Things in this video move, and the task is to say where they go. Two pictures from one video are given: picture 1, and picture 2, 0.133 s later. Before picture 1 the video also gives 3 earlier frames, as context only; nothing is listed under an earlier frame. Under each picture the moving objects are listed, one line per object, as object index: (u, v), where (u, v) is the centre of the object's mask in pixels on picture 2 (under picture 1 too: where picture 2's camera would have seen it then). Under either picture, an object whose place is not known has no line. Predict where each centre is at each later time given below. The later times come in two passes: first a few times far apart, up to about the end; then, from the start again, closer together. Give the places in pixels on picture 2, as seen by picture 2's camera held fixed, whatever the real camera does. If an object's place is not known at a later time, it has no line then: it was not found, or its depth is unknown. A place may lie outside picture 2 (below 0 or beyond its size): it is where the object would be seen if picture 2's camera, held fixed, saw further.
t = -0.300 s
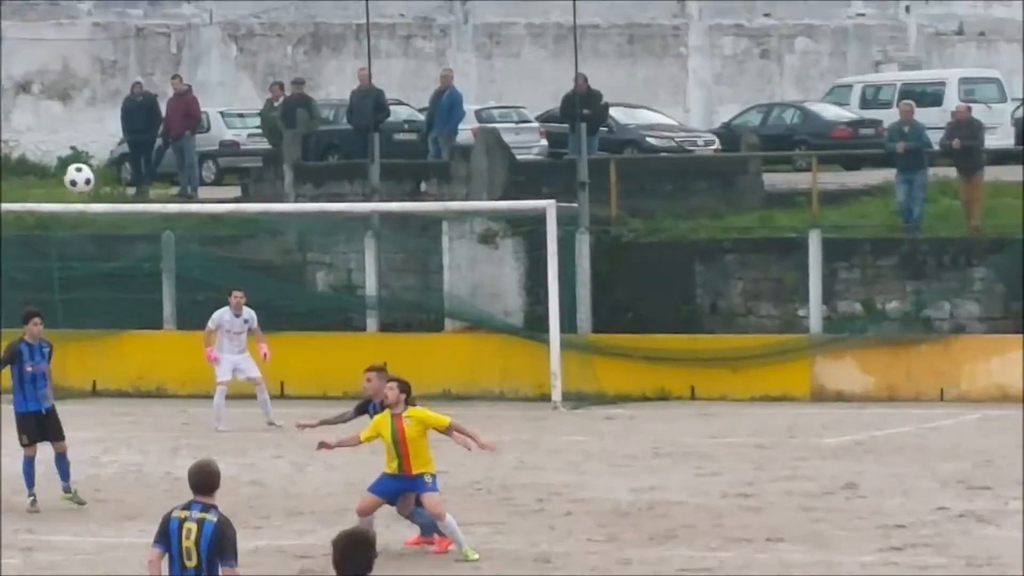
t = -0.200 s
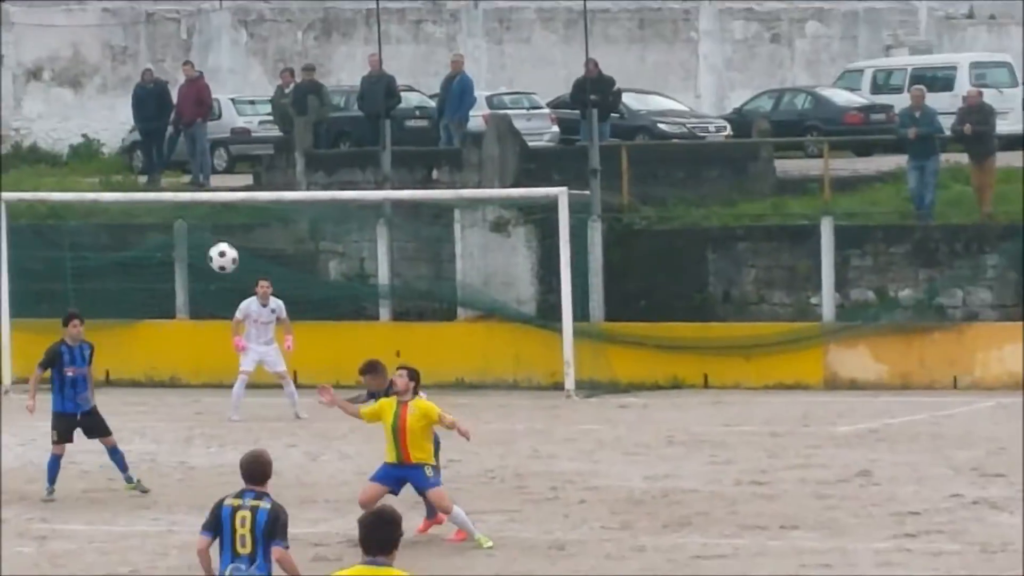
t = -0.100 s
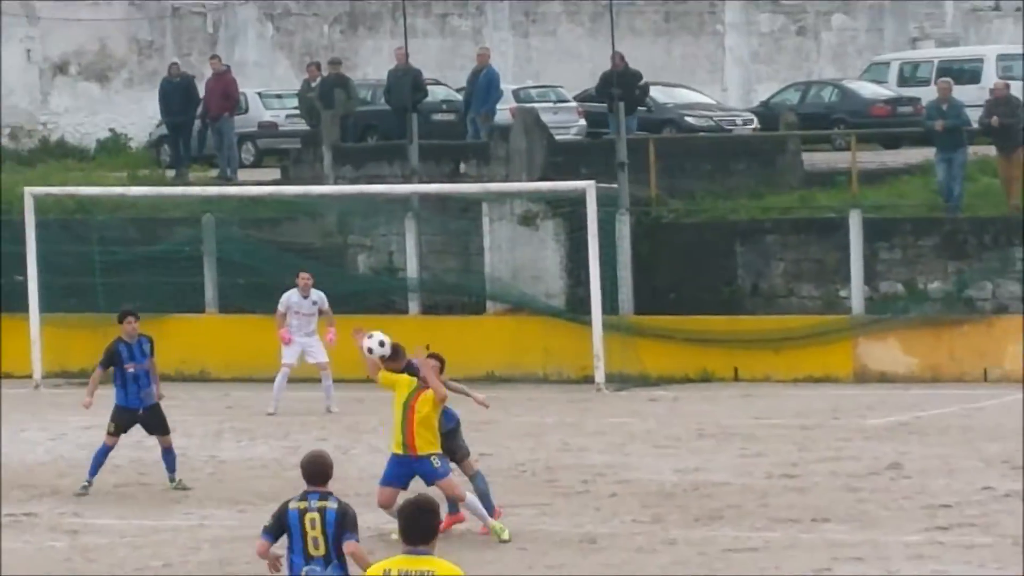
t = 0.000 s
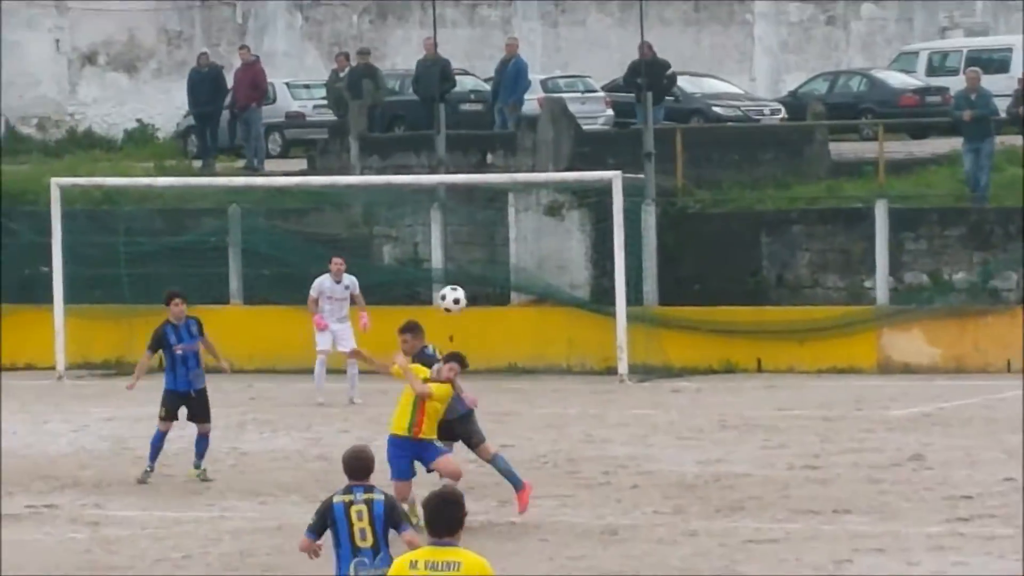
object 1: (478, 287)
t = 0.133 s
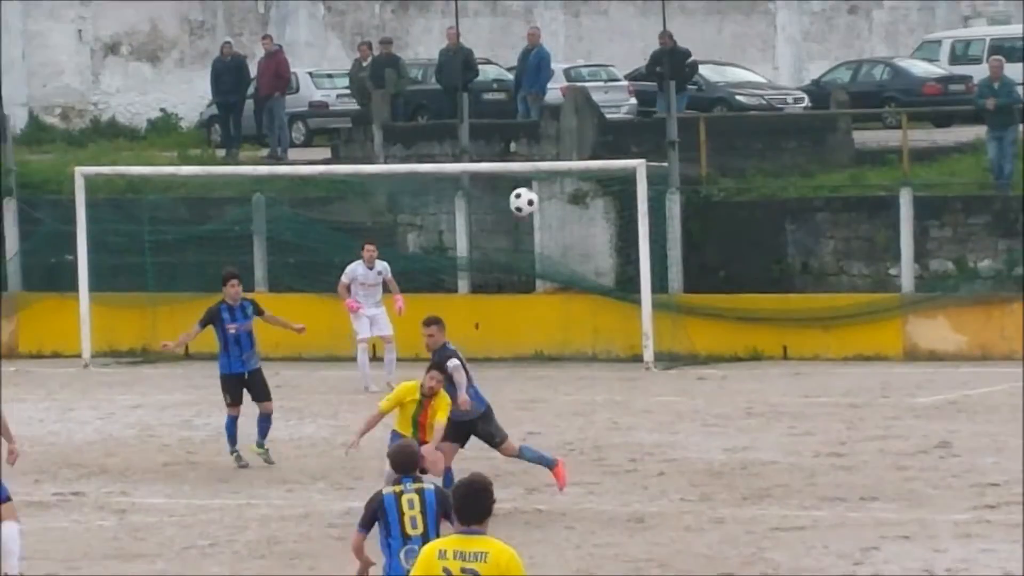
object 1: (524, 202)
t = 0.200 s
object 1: (546, 166)
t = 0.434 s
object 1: (634, 85)
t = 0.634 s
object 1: (707, 71)
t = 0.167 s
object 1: (535, 183)
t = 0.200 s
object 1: (546, 166)
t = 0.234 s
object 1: (558, 151)
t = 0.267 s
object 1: (572, 137)
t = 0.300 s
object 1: (585, 123)
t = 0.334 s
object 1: (596, 113)
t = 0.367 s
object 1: (609, 102)
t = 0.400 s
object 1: (622, 92)
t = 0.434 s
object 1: (634, 85)
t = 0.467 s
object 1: (647, 80)
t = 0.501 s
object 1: (660, 74)
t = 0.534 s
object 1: (673, 70)
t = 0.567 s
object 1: (684, 70)
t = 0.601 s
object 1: (696, 70)
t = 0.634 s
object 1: (707, 71)
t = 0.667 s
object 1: (719, 73)
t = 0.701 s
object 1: (731, 78)
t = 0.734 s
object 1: (742, 83)
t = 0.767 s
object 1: (754, 90)
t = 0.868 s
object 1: (789, 123)
